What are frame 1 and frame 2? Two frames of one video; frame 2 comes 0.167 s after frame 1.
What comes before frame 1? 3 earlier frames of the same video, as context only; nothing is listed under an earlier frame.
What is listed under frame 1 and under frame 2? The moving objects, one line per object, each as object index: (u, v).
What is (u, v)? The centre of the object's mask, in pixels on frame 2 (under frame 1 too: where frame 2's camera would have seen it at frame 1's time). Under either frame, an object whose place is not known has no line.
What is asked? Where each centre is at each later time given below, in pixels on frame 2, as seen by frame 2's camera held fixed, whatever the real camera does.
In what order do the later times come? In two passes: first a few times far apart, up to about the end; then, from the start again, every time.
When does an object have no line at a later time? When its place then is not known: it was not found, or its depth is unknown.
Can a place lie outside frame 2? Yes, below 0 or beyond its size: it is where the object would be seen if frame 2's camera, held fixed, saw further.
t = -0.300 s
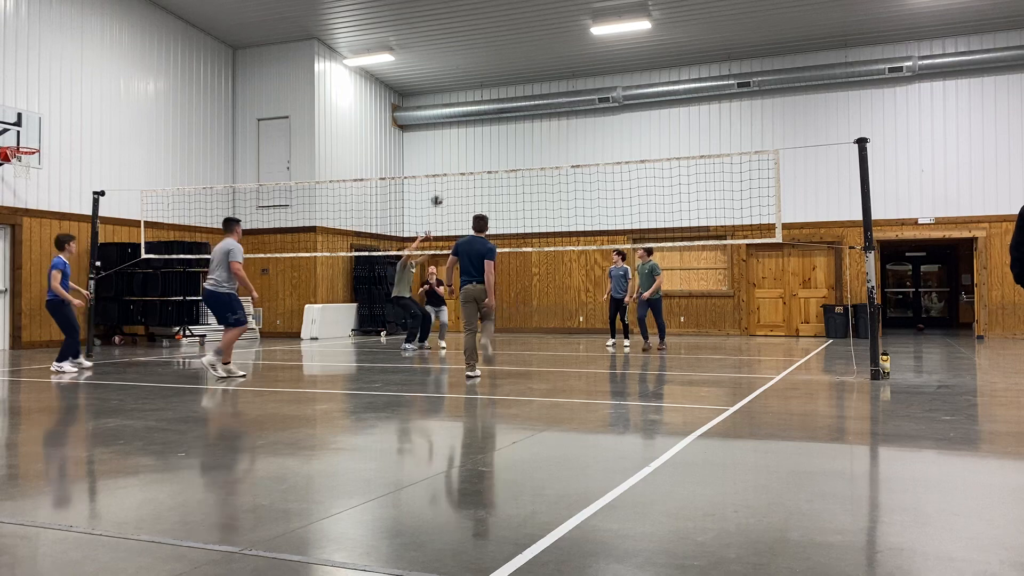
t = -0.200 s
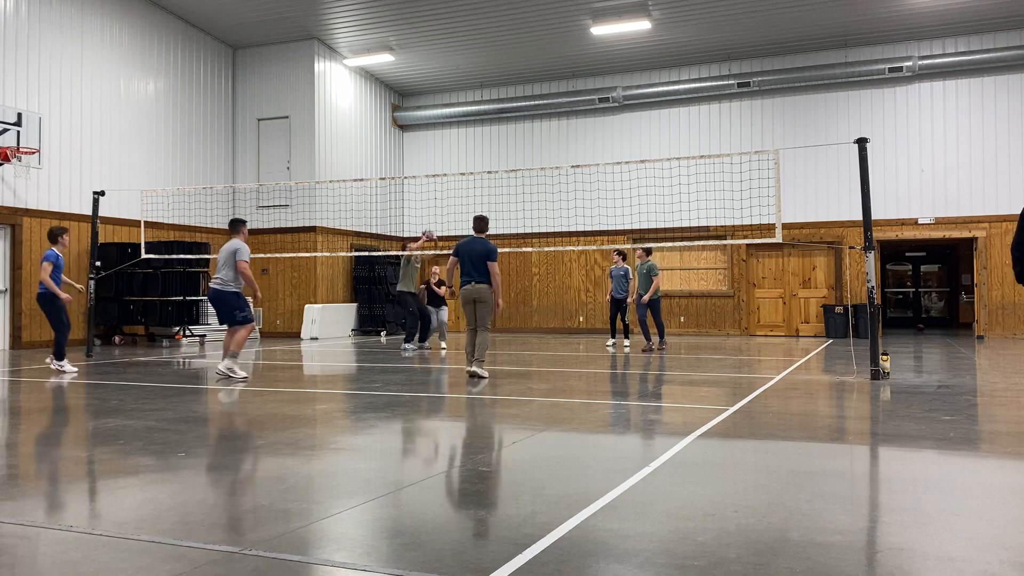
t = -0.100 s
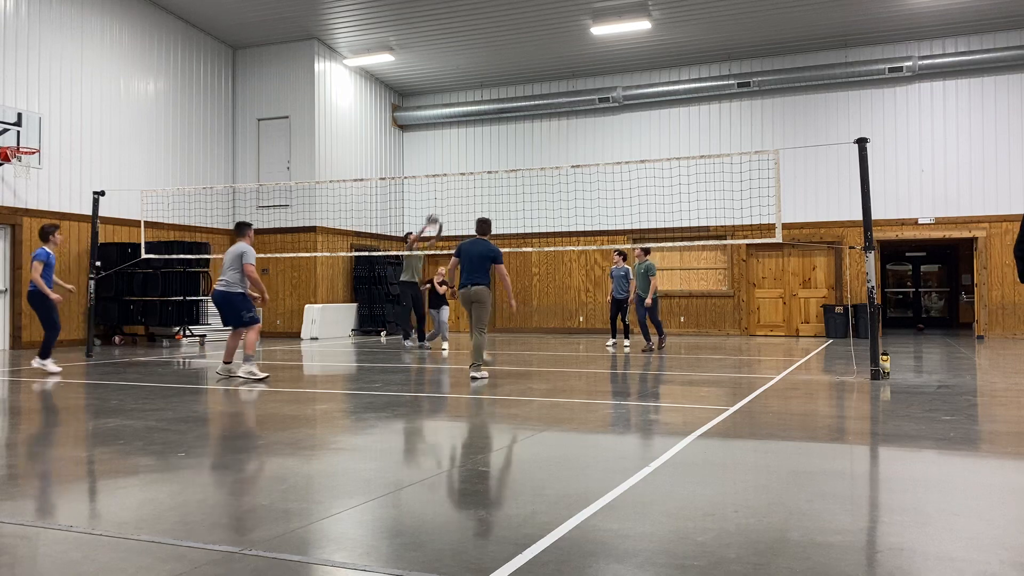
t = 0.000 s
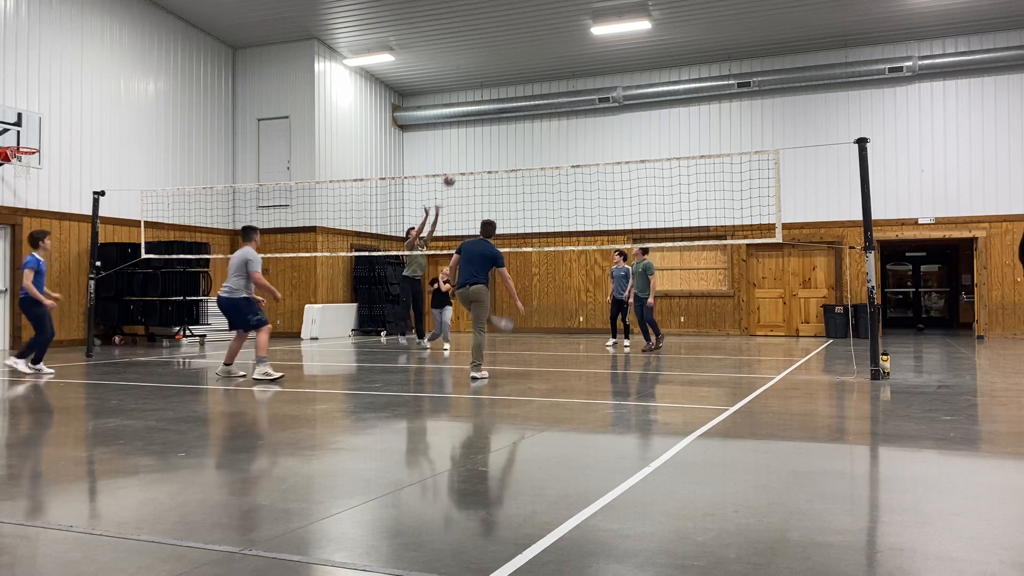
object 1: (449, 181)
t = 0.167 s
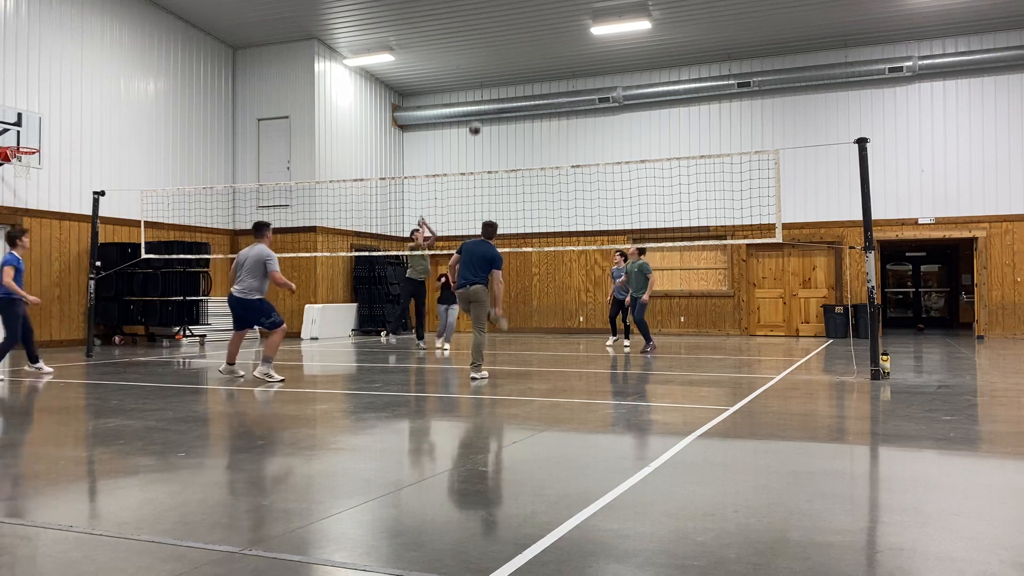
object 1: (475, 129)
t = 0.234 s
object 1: (486, 113)
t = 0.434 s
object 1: (516, 78)
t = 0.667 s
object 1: (554, 68)
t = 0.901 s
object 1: (593, 93)
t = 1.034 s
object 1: (616, 125)
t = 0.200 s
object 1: (480, 120)
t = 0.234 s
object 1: (486, 113)
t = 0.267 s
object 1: (490, 105)
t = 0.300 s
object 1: (496, 98)
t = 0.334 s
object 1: (501, 92)
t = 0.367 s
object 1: (506, 87)
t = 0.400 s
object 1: (511, 82)
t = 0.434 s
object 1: (516, 78)
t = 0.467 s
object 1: (522, 75)
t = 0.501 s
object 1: (527, 72)
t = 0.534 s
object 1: (532, 70)
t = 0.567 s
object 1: (537, 68)
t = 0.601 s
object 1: (543, 67)
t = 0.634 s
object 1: (549, 67)
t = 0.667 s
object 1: (554, 68)
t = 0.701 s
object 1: (560, 70)
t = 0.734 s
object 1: (565, 72)
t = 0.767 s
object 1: (570, 74)
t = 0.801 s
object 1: (576, 78)
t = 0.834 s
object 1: (582, 82)
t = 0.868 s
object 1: (588, 87)
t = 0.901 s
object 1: (593, 93)
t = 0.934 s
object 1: (599, 100)
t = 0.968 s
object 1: (604, 107)
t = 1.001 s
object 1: (610, 115)
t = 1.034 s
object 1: (616, 125)
